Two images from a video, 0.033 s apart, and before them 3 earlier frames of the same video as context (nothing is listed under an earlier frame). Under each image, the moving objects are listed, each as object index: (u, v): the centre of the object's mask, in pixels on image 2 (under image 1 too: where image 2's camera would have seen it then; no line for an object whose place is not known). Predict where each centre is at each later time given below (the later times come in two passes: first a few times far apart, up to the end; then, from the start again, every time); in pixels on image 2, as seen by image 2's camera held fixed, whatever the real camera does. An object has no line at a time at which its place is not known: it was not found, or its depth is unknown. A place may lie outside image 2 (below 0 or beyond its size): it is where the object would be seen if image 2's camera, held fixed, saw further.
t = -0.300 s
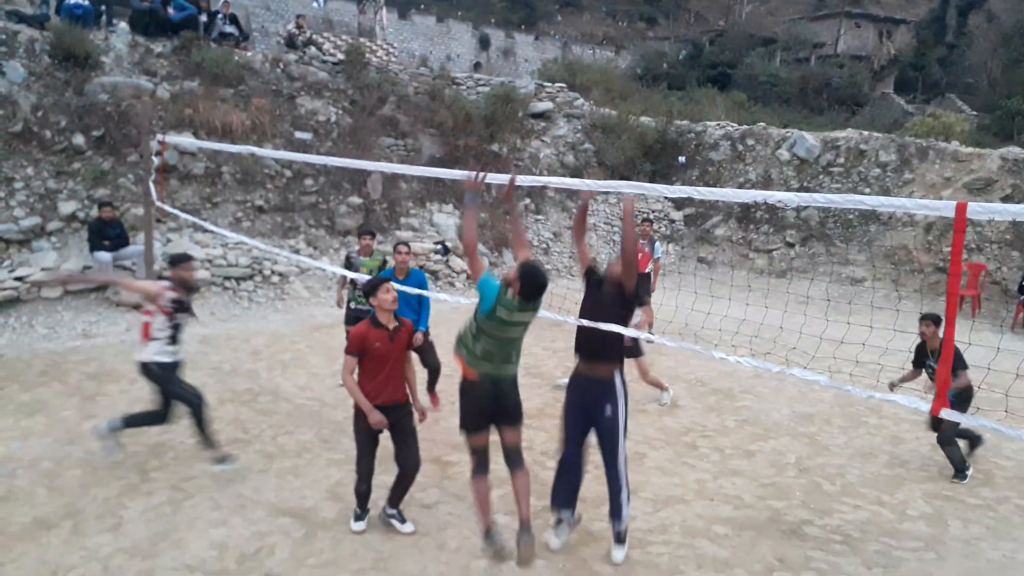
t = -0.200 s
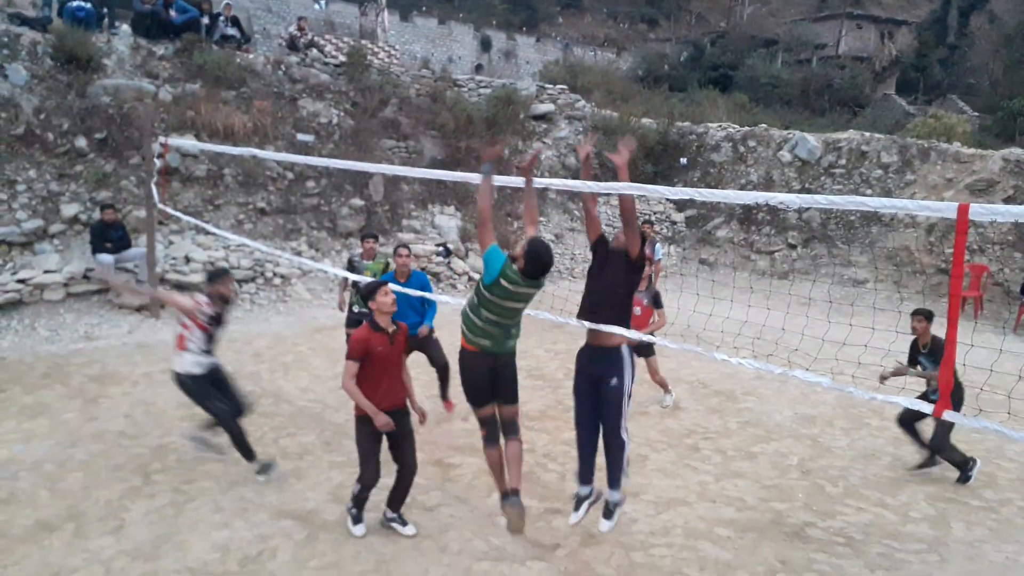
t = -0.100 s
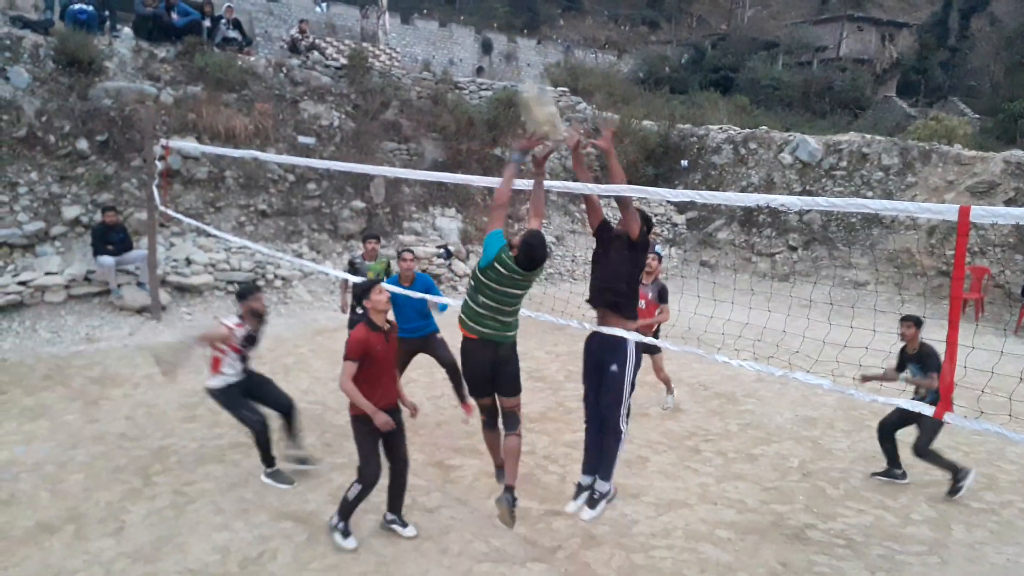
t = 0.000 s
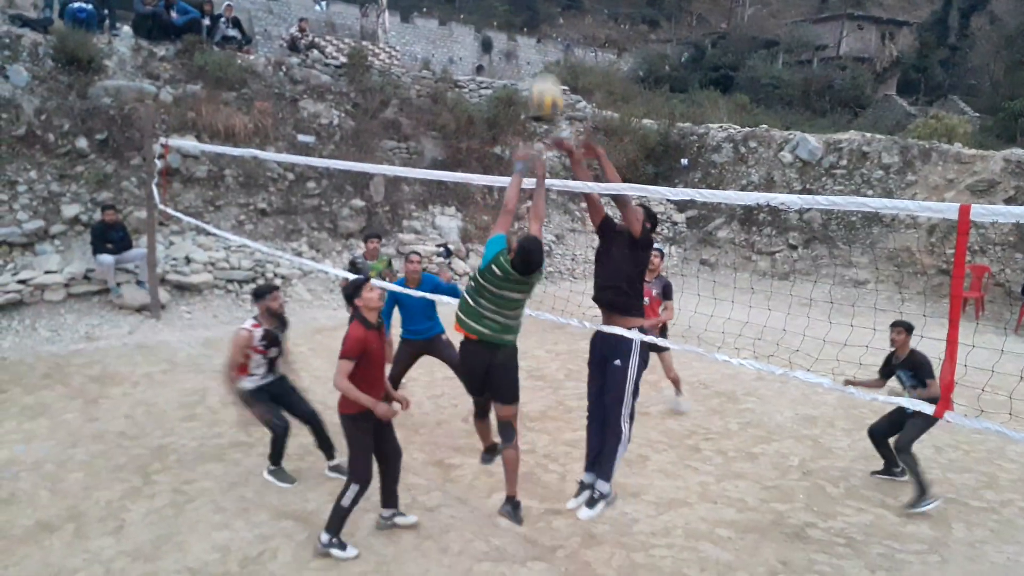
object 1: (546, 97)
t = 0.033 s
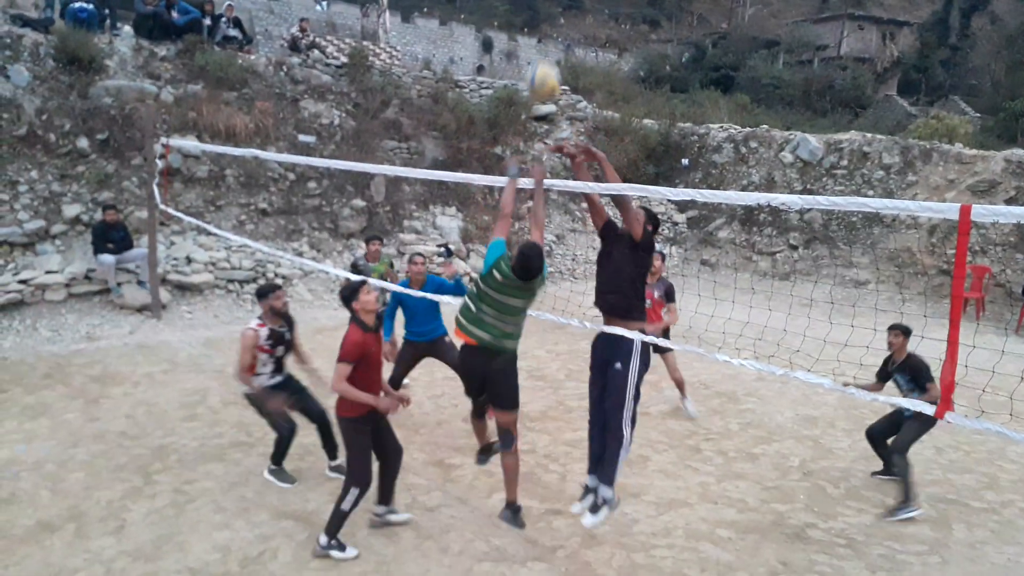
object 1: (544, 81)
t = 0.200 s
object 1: (531, 36)
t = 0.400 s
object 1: (515, 44)
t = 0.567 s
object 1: (504, 95)
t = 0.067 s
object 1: (540, 67)
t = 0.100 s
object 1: (538, 56)
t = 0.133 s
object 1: (536, 47)
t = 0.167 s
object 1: (534, 40)
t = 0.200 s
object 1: (531, 36)
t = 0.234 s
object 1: (529, 34)
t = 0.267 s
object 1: (526, 32)
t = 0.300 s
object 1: (524, 33)
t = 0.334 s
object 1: (521, 35)
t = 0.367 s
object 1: (517, 39)
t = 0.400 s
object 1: (515, 44)
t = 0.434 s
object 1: (512, 51)
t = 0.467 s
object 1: (510, 59)
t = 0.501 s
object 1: (508, 69)
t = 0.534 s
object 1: (506, 81)
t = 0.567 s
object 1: (504, 95)
